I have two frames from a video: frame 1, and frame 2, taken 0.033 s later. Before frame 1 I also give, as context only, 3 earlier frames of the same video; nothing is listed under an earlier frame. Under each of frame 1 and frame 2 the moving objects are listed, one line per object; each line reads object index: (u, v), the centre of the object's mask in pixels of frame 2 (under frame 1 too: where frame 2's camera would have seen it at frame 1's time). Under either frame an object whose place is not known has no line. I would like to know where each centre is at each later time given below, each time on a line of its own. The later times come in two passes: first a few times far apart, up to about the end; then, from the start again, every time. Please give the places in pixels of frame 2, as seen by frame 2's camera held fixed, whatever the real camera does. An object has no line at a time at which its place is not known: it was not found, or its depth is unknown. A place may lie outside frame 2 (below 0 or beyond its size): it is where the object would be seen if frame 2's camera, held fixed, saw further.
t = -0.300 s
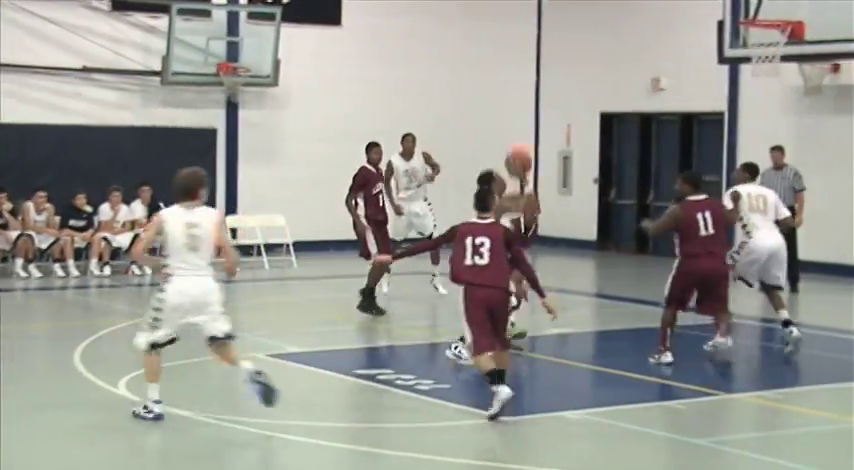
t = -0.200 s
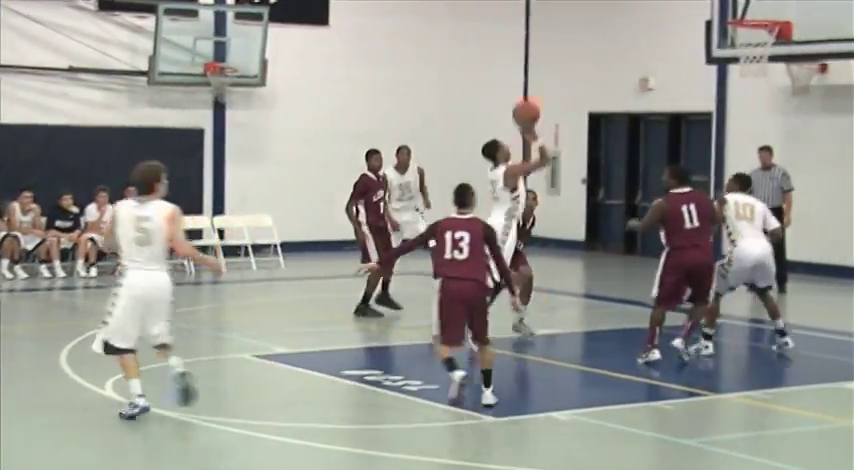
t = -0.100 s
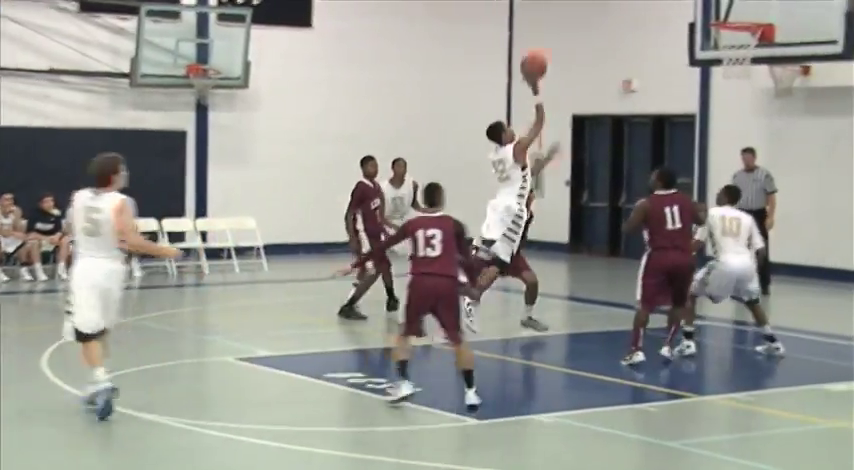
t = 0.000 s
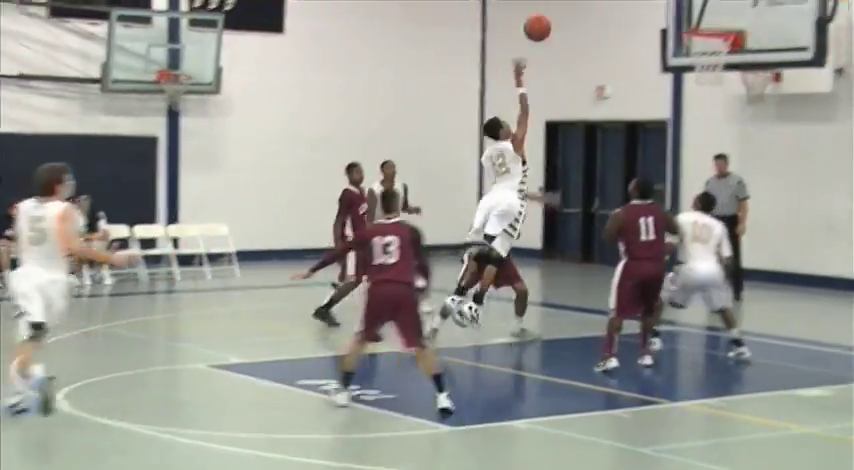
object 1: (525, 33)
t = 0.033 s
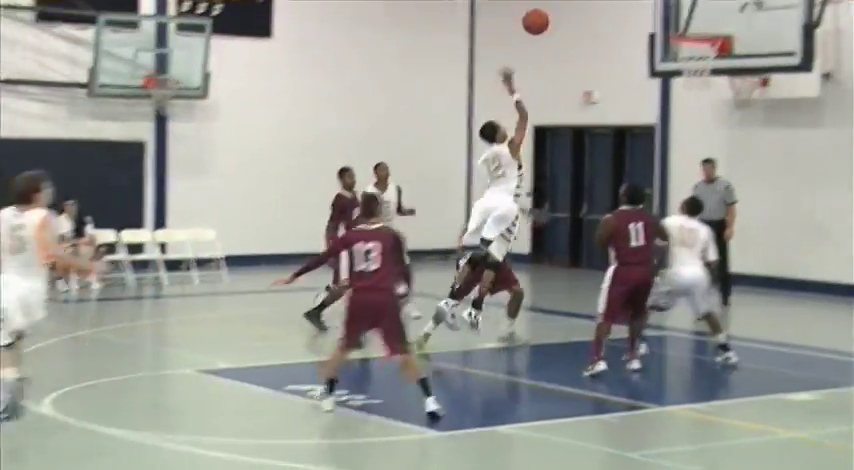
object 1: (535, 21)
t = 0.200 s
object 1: (586, -19)
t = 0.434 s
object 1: (651, -21)
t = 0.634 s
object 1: (703, 21)
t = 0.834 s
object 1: (691, 24)
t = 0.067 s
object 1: (545, 11)
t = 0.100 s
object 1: (555, 2)
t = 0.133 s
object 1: (566, -6)
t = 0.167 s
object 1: (576, -13)
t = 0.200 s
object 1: (586, -19)
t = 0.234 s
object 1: (595, -22)
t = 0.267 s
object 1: (605, -25)
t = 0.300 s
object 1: (614, -27)
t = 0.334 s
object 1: (623, -28)
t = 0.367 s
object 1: (633, -27)
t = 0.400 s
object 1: (642, -26)
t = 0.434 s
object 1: (651, -21)
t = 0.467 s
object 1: (660, -18)
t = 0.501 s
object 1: (669, -12)
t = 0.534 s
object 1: (678, -6)
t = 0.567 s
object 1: (686, 2)
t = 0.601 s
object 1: (695, 11)
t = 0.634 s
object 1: (703, 21)
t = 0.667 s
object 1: (710, 31)
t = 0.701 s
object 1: (702, 29)
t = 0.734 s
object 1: (693, 29)
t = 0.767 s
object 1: (686, 30)
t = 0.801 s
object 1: (689, 26)
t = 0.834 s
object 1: (691, 24)
